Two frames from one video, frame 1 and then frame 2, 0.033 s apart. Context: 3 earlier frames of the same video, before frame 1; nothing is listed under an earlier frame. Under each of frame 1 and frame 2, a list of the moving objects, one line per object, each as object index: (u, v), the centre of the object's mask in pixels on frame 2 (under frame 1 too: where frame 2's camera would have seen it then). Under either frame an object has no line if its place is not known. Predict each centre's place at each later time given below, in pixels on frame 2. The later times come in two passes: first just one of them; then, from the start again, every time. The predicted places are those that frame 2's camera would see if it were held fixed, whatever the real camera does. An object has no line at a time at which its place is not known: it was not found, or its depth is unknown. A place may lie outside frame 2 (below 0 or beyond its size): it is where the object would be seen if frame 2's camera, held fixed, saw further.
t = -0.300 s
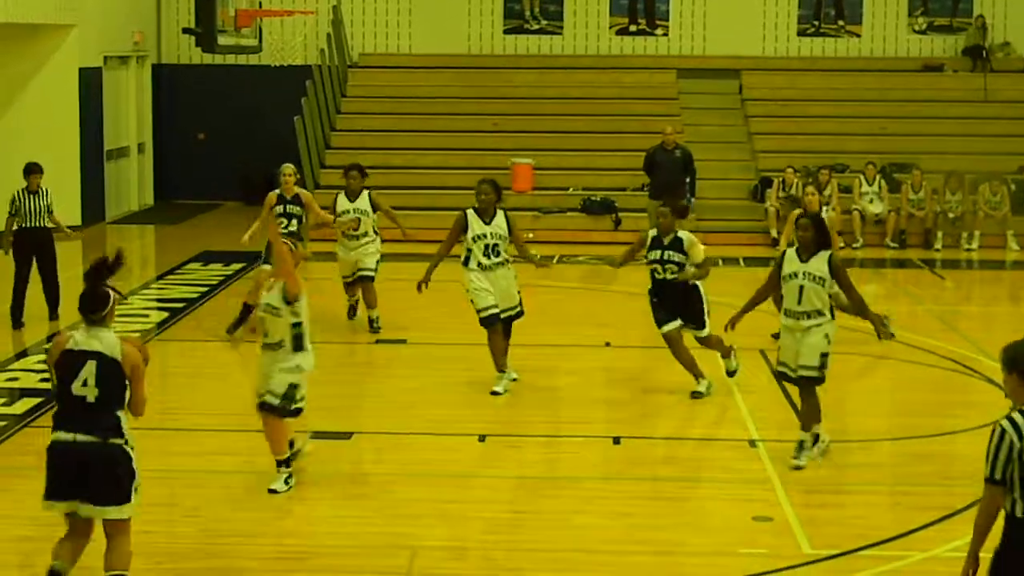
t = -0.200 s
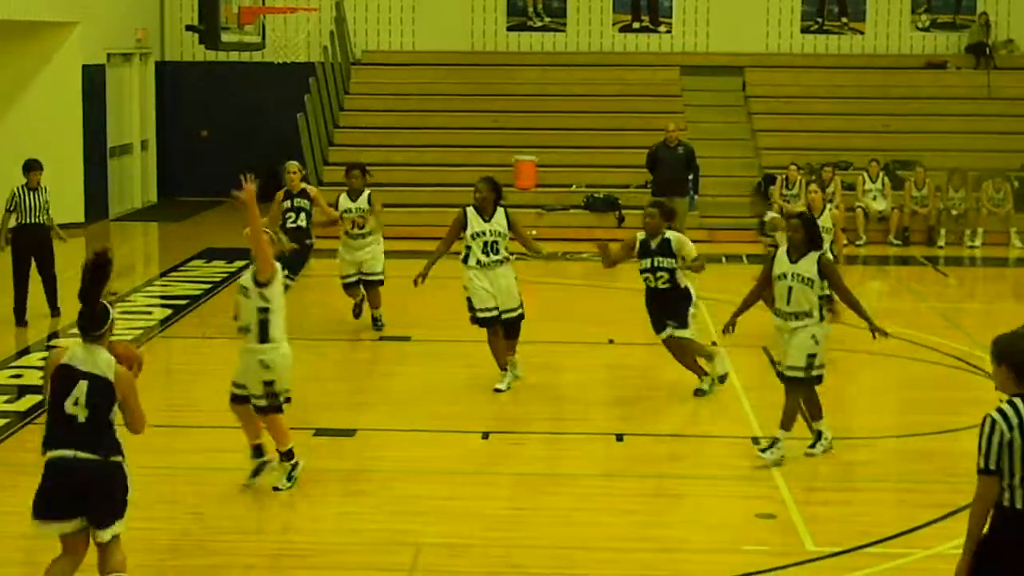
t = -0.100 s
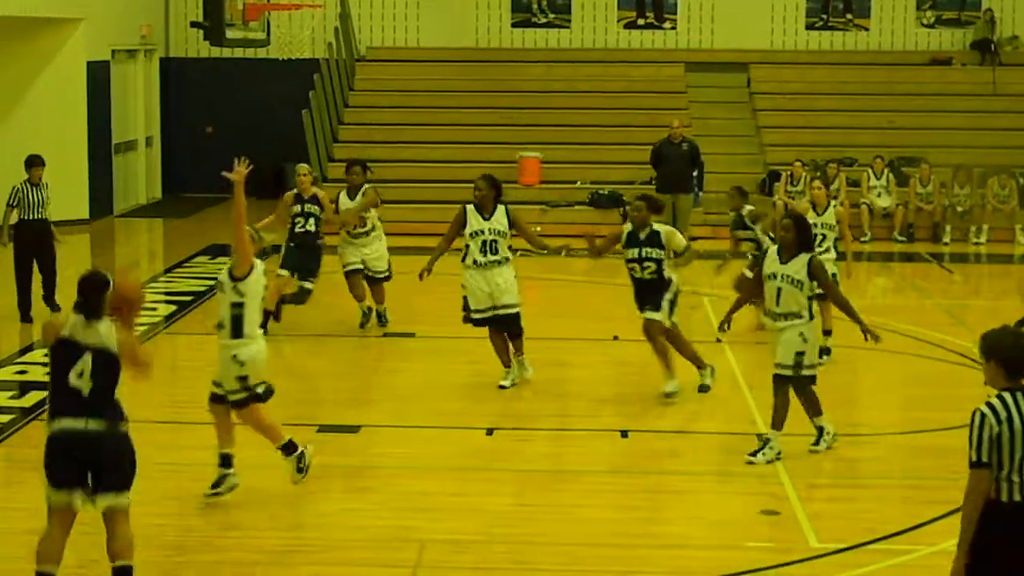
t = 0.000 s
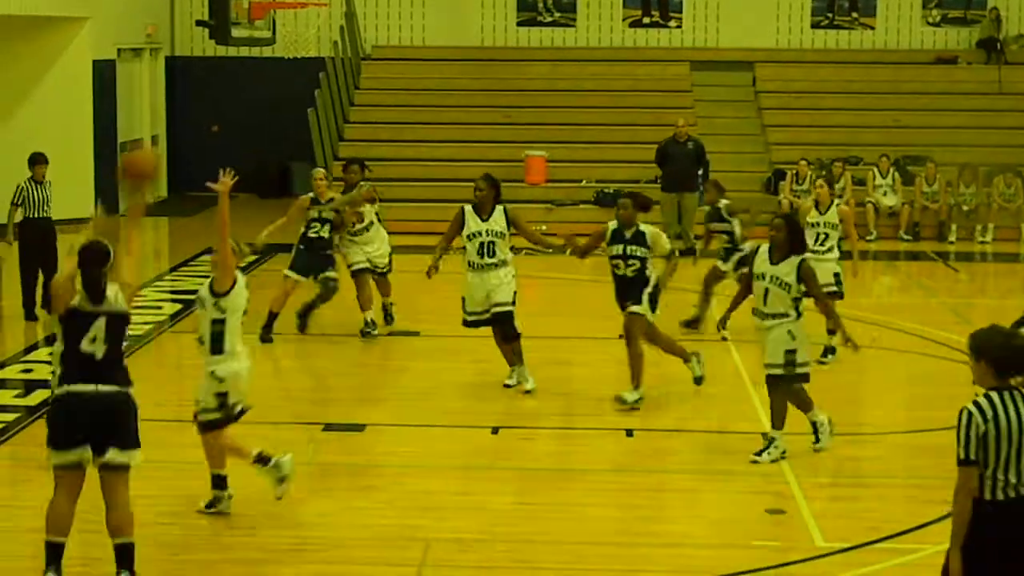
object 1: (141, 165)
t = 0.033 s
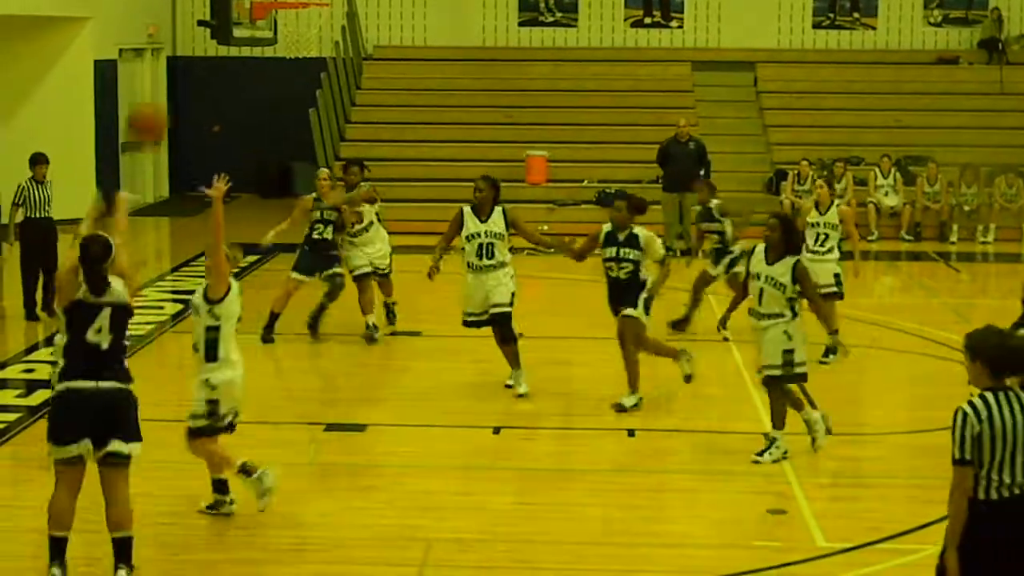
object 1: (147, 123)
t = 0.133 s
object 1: (168, 12)
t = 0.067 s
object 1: (155, 81)
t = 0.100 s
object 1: (162, 41)
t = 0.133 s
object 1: (168, 12)
